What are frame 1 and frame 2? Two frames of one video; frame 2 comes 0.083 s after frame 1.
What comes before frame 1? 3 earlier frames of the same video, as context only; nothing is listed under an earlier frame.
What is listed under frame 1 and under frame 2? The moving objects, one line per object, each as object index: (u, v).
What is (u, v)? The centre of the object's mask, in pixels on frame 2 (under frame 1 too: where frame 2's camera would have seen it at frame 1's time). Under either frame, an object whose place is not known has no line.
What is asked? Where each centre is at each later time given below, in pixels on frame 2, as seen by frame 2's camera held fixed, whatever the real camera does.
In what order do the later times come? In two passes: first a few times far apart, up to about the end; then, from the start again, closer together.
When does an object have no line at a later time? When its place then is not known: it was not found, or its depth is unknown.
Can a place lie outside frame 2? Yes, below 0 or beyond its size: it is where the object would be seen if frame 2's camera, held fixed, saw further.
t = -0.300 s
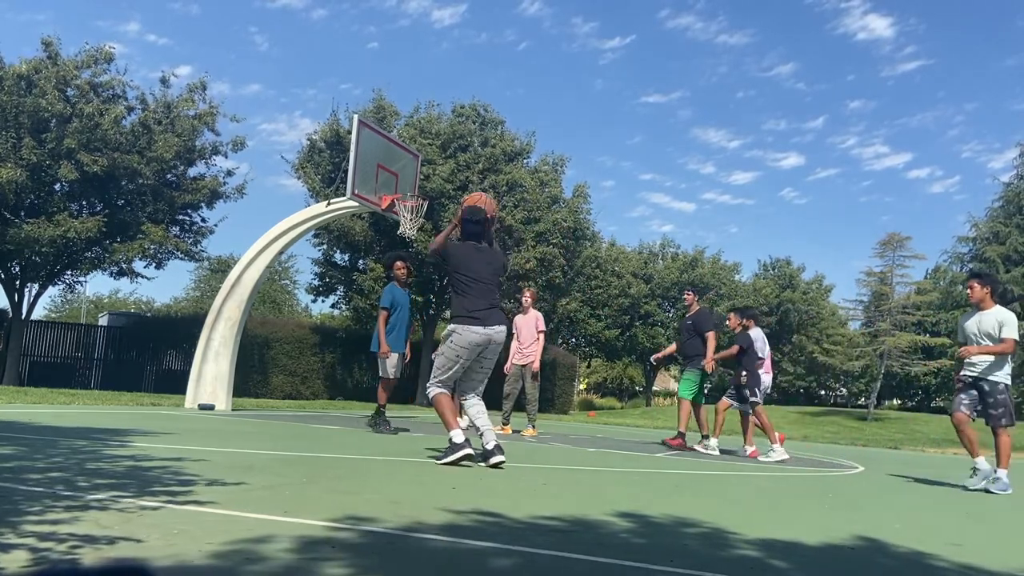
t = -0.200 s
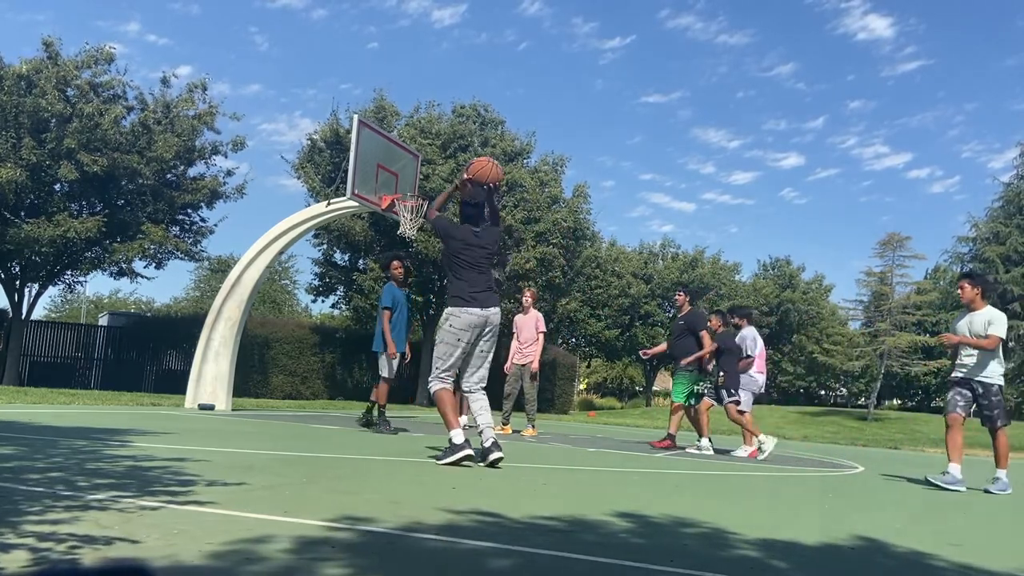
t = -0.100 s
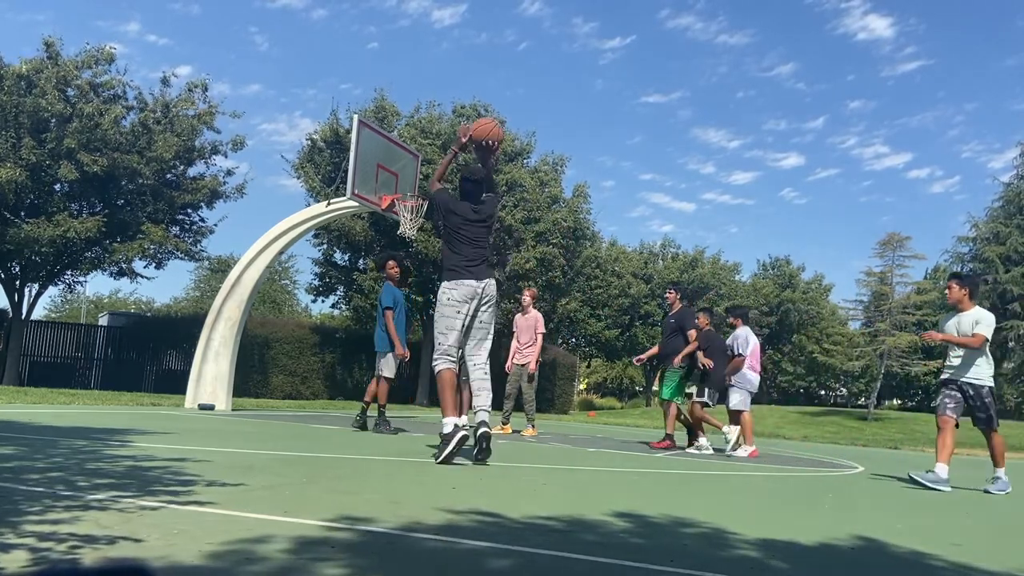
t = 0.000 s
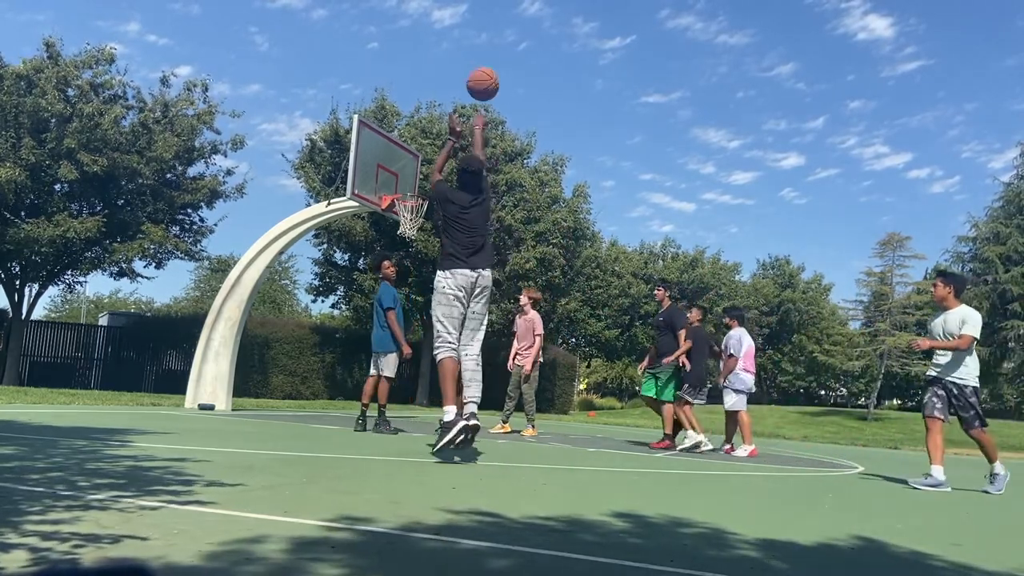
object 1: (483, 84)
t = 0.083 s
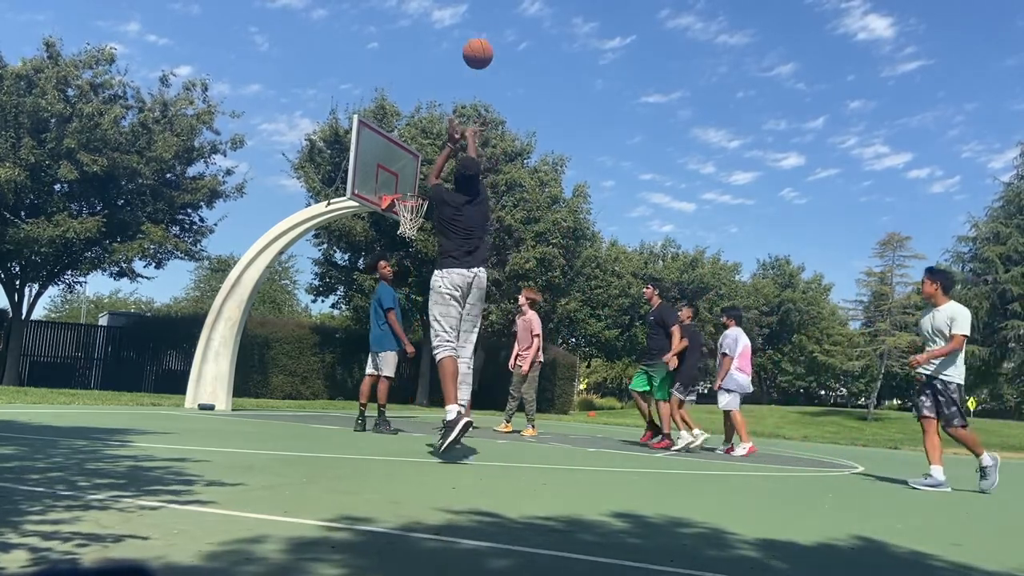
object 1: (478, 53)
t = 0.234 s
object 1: (471, 27)
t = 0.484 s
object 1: (461, 37)
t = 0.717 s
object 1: (453, 85)
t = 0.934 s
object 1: (444, 154)
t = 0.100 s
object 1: (477, 49)
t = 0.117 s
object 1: (476, 45)
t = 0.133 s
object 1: (475, 41)
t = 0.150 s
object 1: (474, 38)
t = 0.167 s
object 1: (473, 35)
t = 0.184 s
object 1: (473, 33)
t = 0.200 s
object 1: (472, 30)
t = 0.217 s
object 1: (471, 29)
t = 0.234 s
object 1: (471, 27)
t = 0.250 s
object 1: (470, 26)
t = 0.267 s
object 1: (469, 25)
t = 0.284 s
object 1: (469, 25)
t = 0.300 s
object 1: (468, 25)
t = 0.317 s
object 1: (468, 25)
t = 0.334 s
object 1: (467, 25)
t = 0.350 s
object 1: (466, 25)
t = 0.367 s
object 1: (466, 26)
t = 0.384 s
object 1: (465, 27)
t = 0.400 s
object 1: (464, 28)
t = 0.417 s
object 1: (464, 29)
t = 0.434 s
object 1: (463, 31)
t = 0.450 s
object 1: (462, 33)
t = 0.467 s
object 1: (462, 35)
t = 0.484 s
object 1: (461, 37)
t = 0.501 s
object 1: (460, 39)
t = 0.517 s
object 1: (460, 42)
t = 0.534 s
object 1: (459, 45)
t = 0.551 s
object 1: (459, 47)
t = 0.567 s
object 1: (458, 50)
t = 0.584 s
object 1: (457, 54)
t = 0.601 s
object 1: (457, 57)
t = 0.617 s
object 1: (456, 61)
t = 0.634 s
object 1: (455, 64)
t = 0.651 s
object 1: (455, 69)
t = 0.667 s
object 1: (454, 72)
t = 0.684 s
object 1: (454, 76)
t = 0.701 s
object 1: (453, 81)
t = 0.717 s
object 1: (453, 85)
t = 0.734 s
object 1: (452, 90)
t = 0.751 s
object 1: (451, 94)
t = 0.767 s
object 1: (451, 99)
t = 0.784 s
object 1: (450, 104)
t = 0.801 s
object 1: (450, 109)
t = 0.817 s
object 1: (450, 114)
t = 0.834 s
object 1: (448, 119)
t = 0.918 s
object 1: (445, 147)
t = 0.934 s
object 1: (444, 154)
